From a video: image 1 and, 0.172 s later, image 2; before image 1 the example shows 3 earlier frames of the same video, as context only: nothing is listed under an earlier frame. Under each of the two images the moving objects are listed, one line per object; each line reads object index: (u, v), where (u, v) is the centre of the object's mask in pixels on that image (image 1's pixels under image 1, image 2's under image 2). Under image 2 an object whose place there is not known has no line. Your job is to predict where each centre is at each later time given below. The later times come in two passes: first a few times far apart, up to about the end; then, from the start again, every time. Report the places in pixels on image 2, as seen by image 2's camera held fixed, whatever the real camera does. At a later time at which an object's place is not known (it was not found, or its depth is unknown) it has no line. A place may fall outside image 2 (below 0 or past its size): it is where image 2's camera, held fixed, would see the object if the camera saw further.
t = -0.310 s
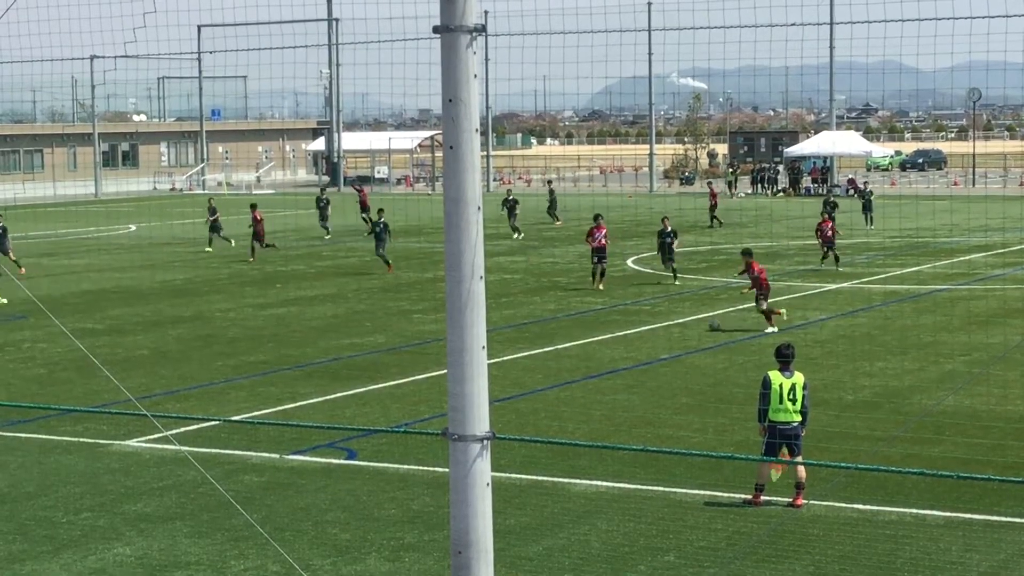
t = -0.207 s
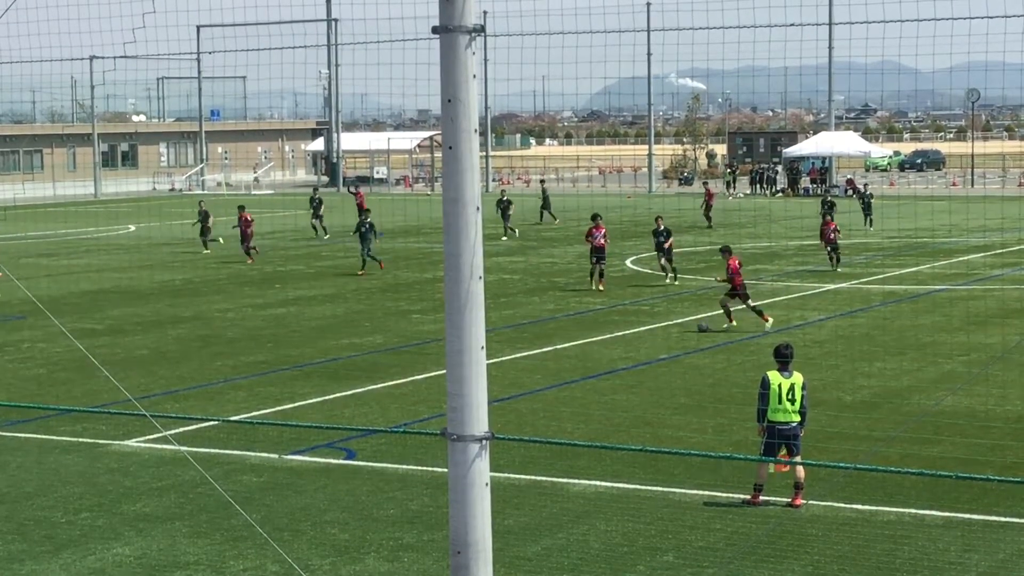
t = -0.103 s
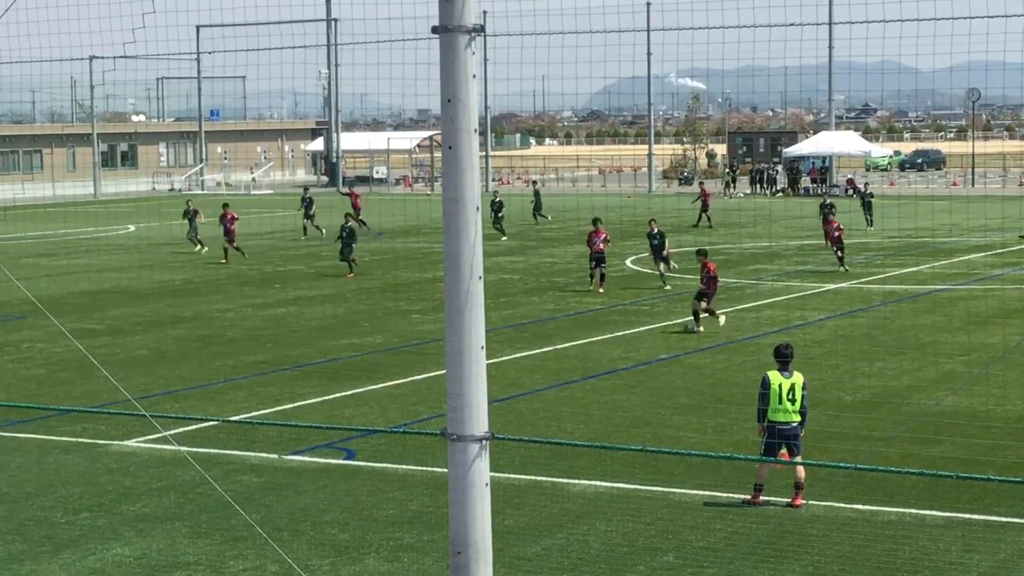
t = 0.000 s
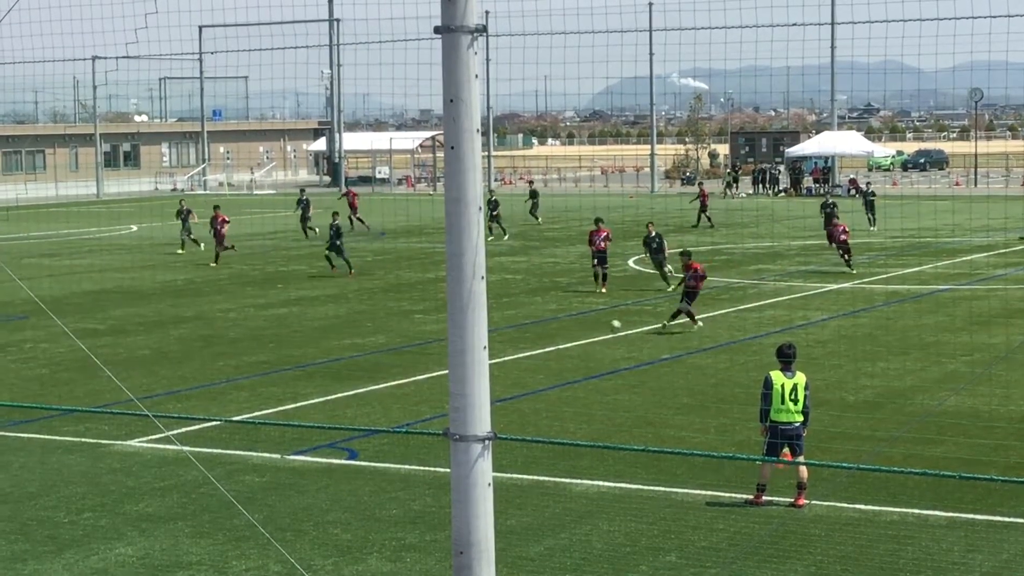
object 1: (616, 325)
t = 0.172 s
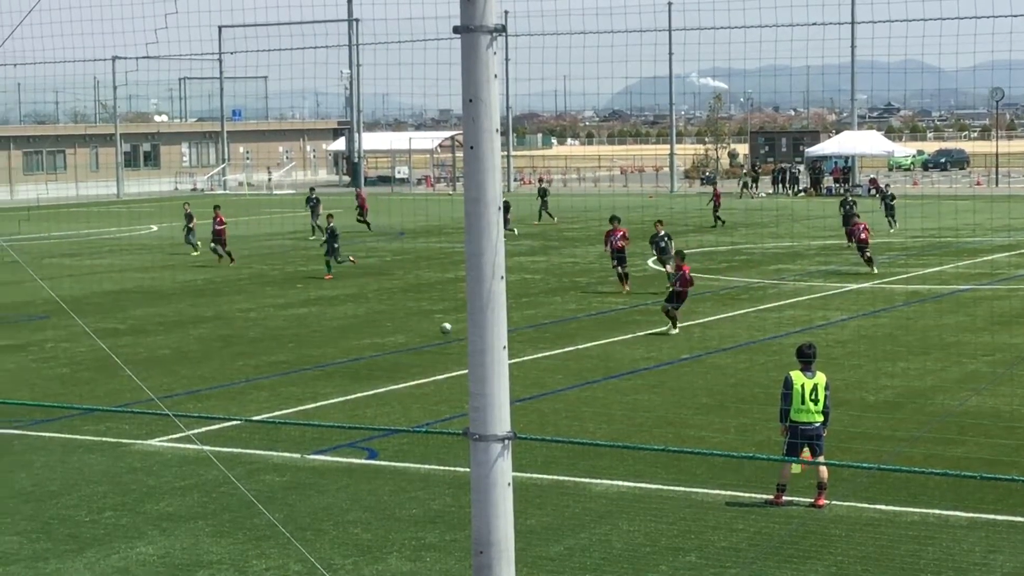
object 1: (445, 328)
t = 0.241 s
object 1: (375, 331)
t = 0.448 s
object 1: (185, 329)
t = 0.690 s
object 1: (-8, 329)
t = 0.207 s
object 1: (409, 331)
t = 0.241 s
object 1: (375, 331)
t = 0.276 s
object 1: (343, 328)
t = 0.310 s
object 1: (311, 327)
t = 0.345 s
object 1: (279, 327)
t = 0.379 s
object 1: (248, 327)
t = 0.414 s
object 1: (216, 328)
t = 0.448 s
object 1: (185, 329)
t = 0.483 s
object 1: (154, 331)
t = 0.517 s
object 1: (124, 333)
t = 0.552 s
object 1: (97, 331)
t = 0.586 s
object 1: (71, 330)
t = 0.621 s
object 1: (44, 328)
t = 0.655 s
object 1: (18, 328)
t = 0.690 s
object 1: (-8, 329)
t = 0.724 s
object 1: (-34, 329)
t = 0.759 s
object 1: (-60, 331)
